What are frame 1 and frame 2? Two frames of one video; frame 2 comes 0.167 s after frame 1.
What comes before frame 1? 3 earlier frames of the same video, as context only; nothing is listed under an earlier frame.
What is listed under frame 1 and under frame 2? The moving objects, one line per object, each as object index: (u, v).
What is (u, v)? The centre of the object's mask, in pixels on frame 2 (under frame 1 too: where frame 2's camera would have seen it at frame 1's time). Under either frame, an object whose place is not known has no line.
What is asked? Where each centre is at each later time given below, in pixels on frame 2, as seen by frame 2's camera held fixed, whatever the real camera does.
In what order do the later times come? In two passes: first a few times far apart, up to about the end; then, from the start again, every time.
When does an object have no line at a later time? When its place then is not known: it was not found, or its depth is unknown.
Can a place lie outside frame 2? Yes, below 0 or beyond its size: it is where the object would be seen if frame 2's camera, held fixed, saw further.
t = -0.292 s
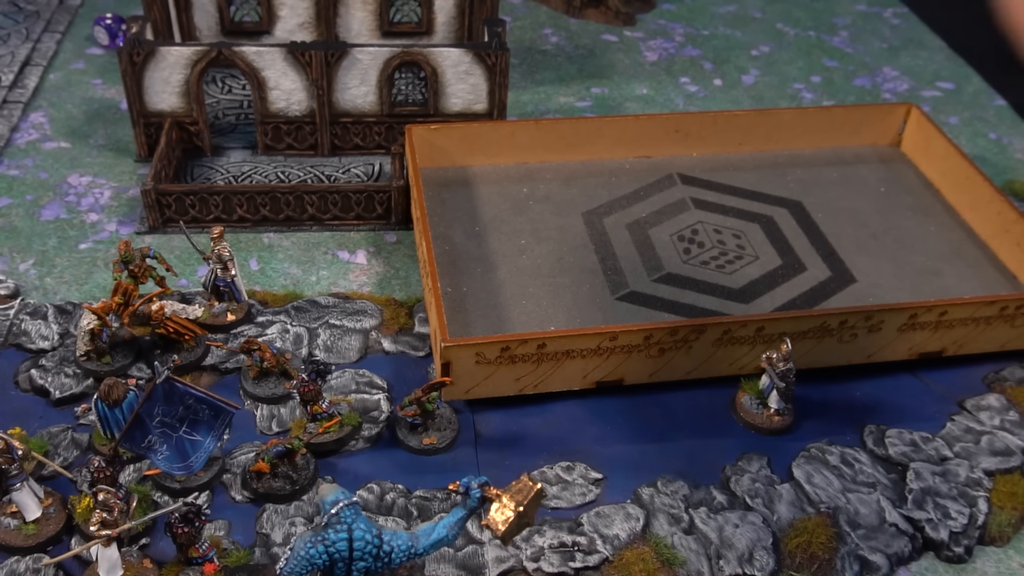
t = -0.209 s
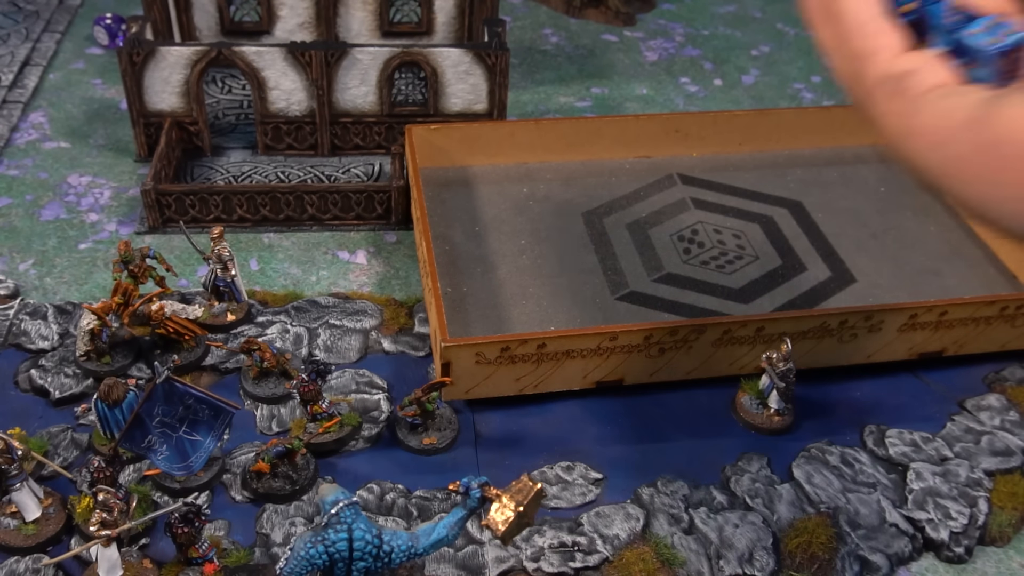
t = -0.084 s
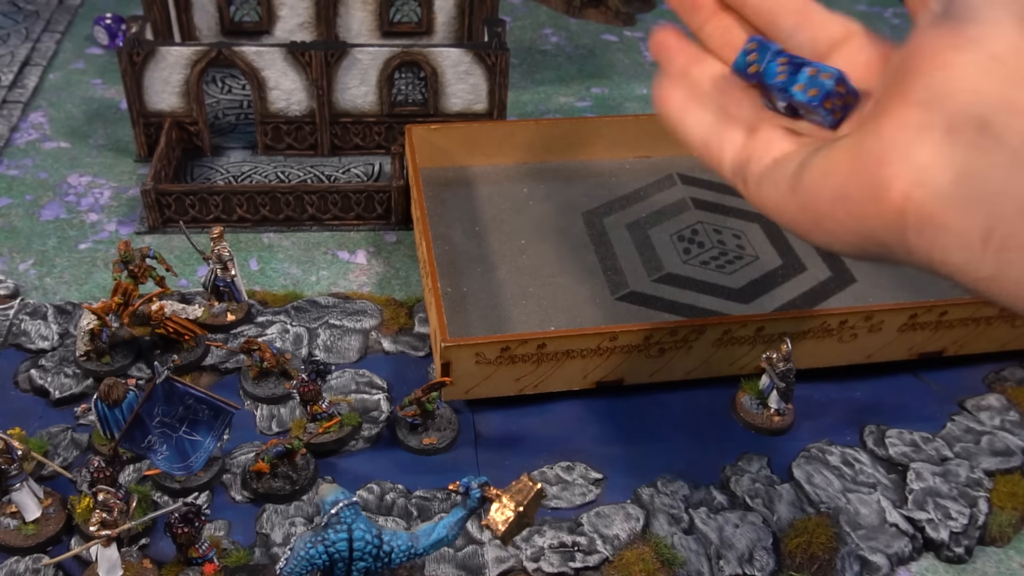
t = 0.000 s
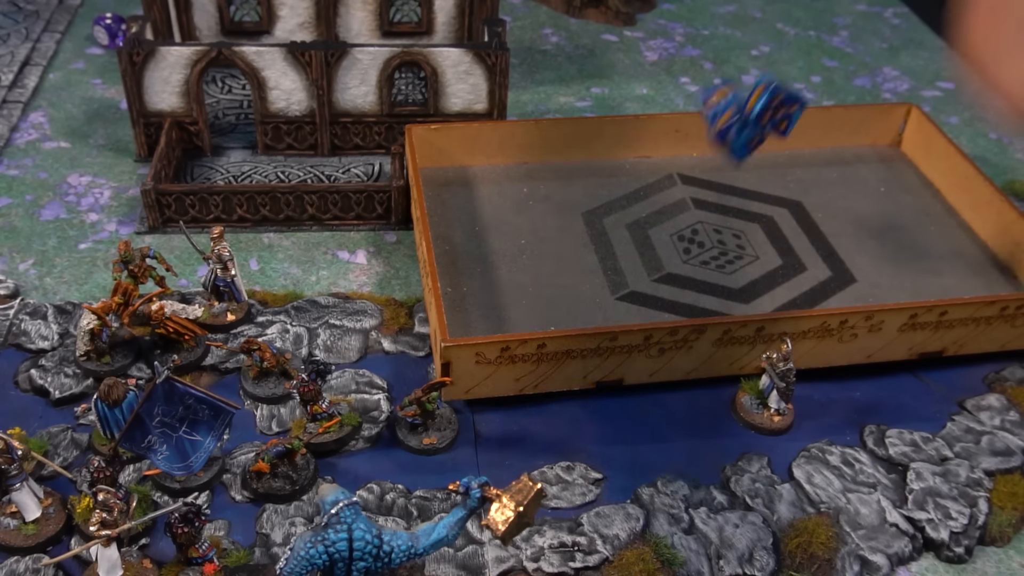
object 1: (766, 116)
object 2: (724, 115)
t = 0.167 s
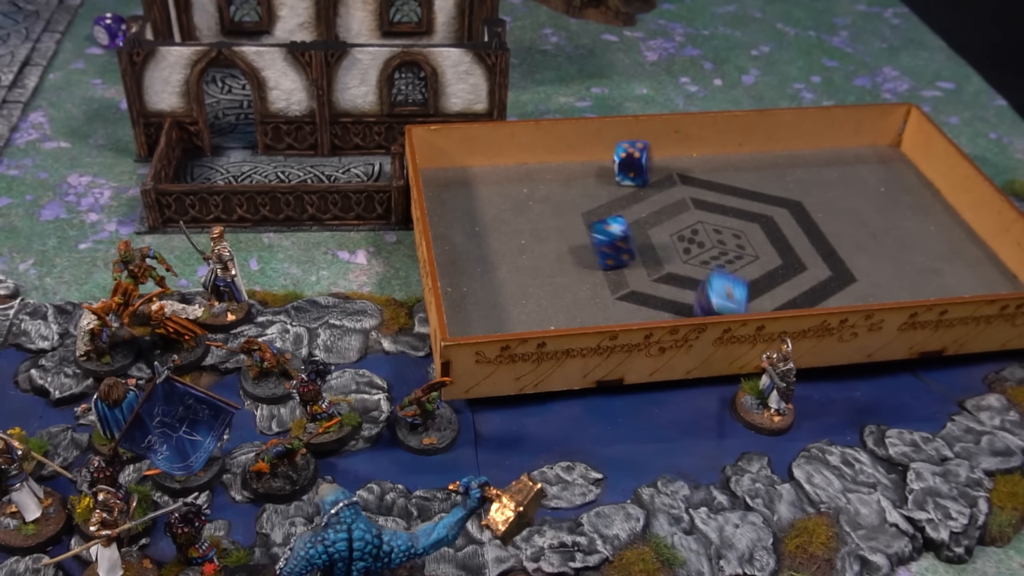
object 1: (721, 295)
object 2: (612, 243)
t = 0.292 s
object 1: (665, 302)
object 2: (567, 233)
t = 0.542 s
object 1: (665, 298)
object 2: (564, 218)
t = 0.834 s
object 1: (665, 297)
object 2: (564, 218)
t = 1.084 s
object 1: (665, 297)
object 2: (564, 218)
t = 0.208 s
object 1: (710, 303)
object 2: (591, 240)
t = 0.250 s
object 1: (680, 303)
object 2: (576, 236)
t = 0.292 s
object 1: (665, 302)
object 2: (567, 233)
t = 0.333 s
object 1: (665, 301)
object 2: (560, 229)
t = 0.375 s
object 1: (665, 301)
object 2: (557, 221)
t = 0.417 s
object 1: (665, 300)
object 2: (557, 218)
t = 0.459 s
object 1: (665, 299)
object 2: (564, 218)
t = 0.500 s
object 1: (665, 298)
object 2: (565, 219)
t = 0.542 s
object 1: (665, 298)
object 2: (564, 218)
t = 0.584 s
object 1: (665, 298)
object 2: (564, 218)
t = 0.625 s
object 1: (665, 299)
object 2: (564, 218)
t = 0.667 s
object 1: (665, 299)
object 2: (564, 218)
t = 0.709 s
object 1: (665, 299)
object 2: (564, 218)
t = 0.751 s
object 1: (665, 298)
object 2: (564, 218)
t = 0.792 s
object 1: (665, 298)
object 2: (564, 218)
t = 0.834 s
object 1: (665, 297)
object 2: (564, 218)
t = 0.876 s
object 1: (665, 298)
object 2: (564, 218)
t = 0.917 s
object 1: (665, 298)
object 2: (564, 218)
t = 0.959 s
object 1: (665, 298)
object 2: (564, 218)
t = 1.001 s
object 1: (665, 298)
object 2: (564, 218)
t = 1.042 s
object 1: (665, 298)
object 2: (564, 218)
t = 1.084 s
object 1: (665, 297)
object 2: (564, 218)
